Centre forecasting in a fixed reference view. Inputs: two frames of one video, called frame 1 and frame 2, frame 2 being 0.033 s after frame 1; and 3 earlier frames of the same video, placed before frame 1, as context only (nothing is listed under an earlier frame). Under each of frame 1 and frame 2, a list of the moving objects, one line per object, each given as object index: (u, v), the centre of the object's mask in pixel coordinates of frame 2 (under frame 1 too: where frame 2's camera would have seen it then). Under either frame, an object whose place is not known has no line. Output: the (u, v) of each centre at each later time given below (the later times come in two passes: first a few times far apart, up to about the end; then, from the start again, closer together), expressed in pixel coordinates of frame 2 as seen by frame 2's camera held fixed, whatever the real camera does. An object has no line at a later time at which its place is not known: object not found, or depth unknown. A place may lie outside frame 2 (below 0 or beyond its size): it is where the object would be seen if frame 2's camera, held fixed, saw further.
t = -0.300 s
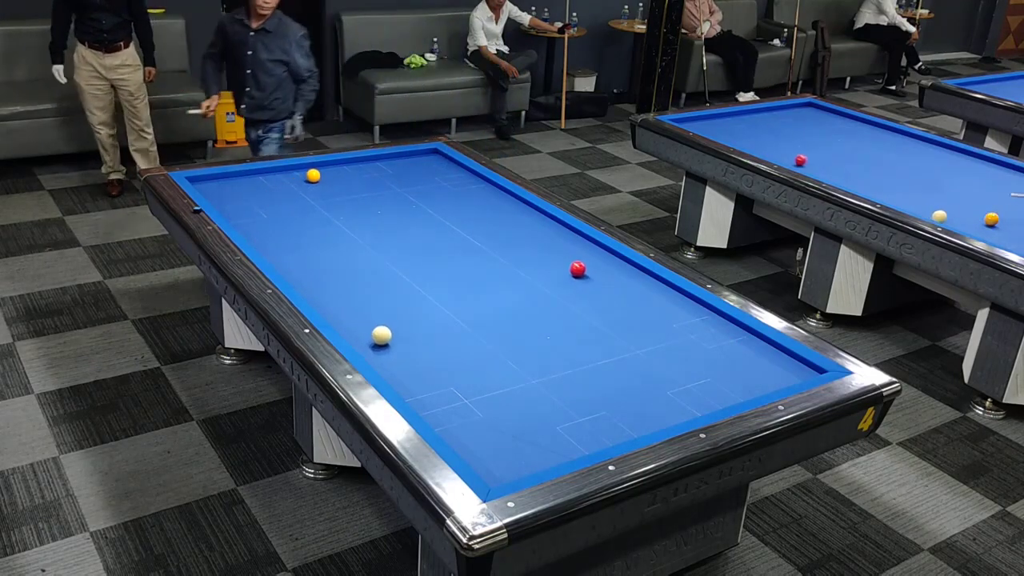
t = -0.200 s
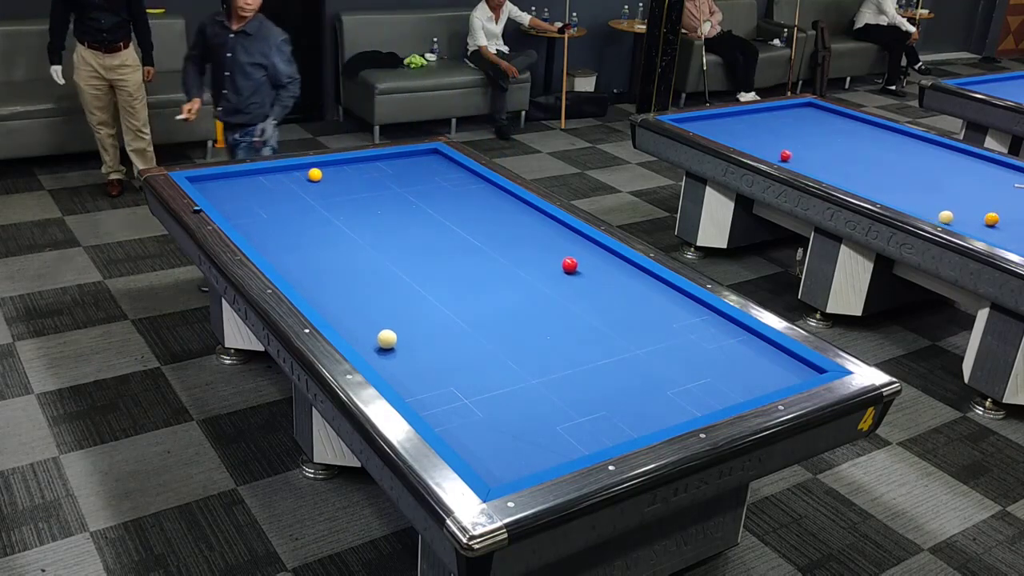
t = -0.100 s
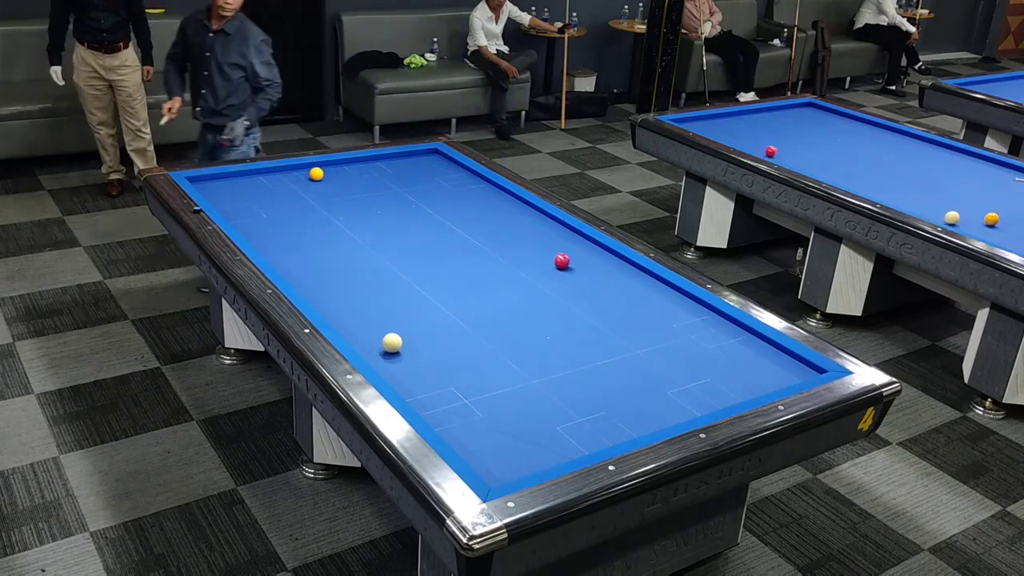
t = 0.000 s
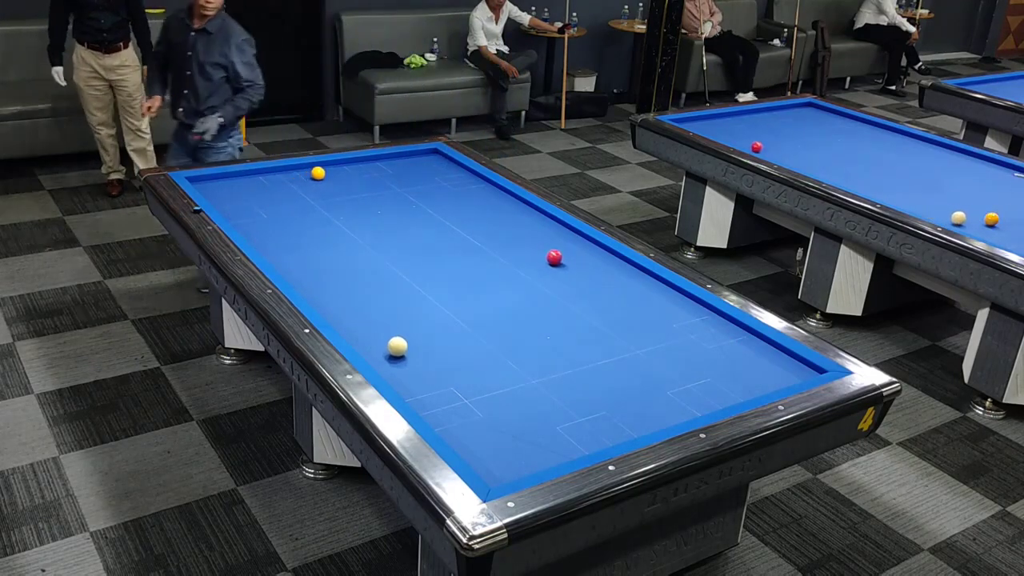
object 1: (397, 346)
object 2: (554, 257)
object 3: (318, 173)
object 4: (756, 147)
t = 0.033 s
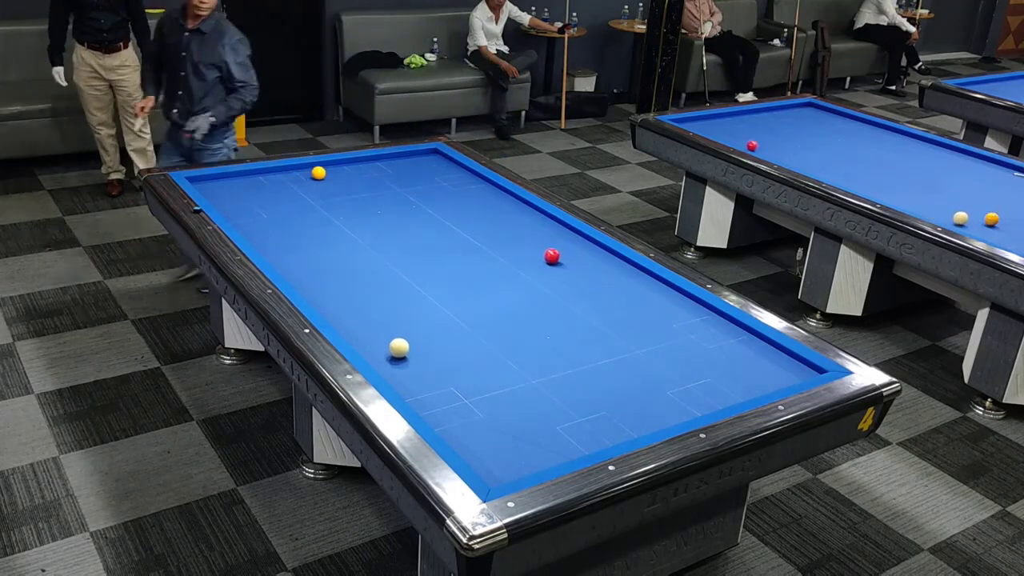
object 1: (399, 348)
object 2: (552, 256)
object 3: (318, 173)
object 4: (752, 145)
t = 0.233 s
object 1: (409, 355)
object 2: (537, 249)
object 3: (321, 171)
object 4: (725, 136)
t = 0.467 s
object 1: (421, 364)
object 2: (521, 241)
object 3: (324, 170)
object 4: (696, 127)
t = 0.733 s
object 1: (434, 373)
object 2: (504, 233)
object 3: (328, 168)
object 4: (678, 120)
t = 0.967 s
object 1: (445, 382)
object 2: (490, 226)
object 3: (330, 167)
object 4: (694, 126)
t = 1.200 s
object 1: (456, 390)
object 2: (477, 220)
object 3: (333, 166)
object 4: (709, 131)
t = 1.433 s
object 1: (467, 398)
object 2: (464, 214)
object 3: (335, 165)
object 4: (724, 136)
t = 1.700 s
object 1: (480, 407)
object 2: (450, 207)
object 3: (337, 164)
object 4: (742, 142)
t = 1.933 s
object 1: (491, 414)
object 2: (439, 201)
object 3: (338, 164)
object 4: (757, 147)
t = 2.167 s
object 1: (501, 422)
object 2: (429, 197)
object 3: (339, 163)
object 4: (772, 152)
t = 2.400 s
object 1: (511, 429)
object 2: (419, 192)
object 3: (340, 163)
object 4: (788, 156)
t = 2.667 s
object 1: (522, 437)
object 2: (408, 186)
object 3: (341, 163)
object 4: (805, 162)
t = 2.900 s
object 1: (531, 443)
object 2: (400, 182)
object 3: (341, 162)
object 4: (821, 167)
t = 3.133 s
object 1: (540, 450)
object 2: (391, 178)
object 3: (341, 162)
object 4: (836, 171)
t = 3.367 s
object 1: (549, 455)
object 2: (384, 173)
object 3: (341, 162)
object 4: (851, 176)
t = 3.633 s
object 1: (551, 457)
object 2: (375, 170)
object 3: (341, 162)
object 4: (869, 181)
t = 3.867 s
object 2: (368, 166)
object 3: (341, 163)
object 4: (884, 186)
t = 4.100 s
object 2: (361, 163)
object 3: (341, 163)
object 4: (900, 190)
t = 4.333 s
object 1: (542, 451)
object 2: (355, 160)
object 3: (341, 163)
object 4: (915, 195)
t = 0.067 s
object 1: (400, 349)
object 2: (549, 255)
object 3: (319, 173)
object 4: (747, 144)
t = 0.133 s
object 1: (404, 351)
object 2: (544, 253)
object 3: (320, 172)
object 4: (738, 141)
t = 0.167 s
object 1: (405, 352)
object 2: (542, 251)
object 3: (320, 172)
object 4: (734, 139)
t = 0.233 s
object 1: (409, 355)
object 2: (537, 249)
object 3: (321, 171)
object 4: (725, 136)
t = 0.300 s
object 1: (412, 357)
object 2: (532, 247)
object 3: (322, 171)
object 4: (716, 134)
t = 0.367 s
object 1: (416, 360)
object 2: (528, 245)
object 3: (323, 171)
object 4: (708, 131)
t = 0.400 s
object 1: (417, 361)
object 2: (526, 244)
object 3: (324, 170)
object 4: (704, 130)
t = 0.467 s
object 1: (421, 364)
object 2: (521, 241)
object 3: (324, 170)
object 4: (696, 127)
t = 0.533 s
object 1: (424, 366)
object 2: (517, 239)
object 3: (325, 170)
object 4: (687, 124)
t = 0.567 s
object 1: (426, 367)
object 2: (515, 238)
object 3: (326, 169)
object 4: (683, 123)
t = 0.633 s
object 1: (429, 370)
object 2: (510, 236)
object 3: (326, 169)
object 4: (677, 120)
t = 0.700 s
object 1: (432, 372)
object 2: (506, 234)
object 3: (327, 169)
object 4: (675, 120)
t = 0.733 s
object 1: (434, 373)
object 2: (504, 233)
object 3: (328, 168)
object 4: (678, 120)
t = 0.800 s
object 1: (437, 376)
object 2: (500, 231)
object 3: (328, 168)
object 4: (683, 122)
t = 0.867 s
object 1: (440, 378)
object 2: (496, 229)
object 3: (329, 168)
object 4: (687, 123)
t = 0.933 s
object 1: (444, 381)
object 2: (492, 227)
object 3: (330, 167)
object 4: (691, 125)
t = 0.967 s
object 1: (445, 382)
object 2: (490, 226)
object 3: (330, 167)
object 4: (694, 126)
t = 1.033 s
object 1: (448, 384)
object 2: (486, 224)
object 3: (331, 167)
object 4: (698, 127)
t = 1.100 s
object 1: (452, 386)
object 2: (482, 222)
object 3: (332, 167)
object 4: (702, 129)
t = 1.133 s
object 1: (453, 388)
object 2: (480, 221)
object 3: (332, 167)
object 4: (705, 129)
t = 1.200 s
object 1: (456, 390)
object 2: (477, 220)
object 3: (333, 166)
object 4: (709, 131)
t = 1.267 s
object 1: (460, 392)
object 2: (473, 218)
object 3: (333, 166)
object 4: (713, 132)
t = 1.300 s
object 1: (461, 393)
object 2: (471, 217)
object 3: (333, 166)
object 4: (716, 133)
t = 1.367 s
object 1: (464, 396)
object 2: (468, 215)
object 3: (334, 166)
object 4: (720, 134)
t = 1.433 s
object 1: (467, 398)
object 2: (464, 214)
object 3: (335, 165)
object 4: (724, 136)
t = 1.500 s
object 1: (471, 400)
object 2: (460, 212)
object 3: (335, 165)
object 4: (728, 137)
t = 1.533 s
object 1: (472, 401)
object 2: (459, 211)
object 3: (336, 165)
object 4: (731, 138)
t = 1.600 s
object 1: (475, 404)
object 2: (455, 209)
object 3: (336, 165)
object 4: (735, 140)
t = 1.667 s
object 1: (478, 406)
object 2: (452, 208)
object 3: (336, 164)
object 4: (739, 141)
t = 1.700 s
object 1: (480, 407)
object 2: (450, 207)
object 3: (337, 164)
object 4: (742, 142)
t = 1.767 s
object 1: (483, 409)
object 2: (447, 205)
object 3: (337, 164)
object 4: (746, 143)
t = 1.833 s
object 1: (486, 411)
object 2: (444, 204)
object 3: (338, 164)
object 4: (750, 145)
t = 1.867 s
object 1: (487, 412)
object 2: (442, 203)
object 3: (338, 164)
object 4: (753, 146)
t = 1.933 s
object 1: (491, 414)
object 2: (439, 201)
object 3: (338, 164)
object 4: (757, 147)
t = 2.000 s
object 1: (493, 416)
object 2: (436, 200)
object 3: (338, 163)
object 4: (761, 148)
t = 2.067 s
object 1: (497, 419)
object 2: (433, 199)
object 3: (339, 163)
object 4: (766, 149)
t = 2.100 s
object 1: (498, 420)
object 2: (432, 198)
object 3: (339, 163)
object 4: (768, 150)
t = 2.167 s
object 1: (501, 422)
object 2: (429, 197)
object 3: (339, 163)
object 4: (772, 152)
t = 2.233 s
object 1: (504, 424)
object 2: (426, 195)
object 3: (340, 163)
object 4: (777, 153)
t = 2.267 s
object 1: (506, 425)
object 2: (424, 194)
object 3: (340, 163)
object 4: (779, 154)
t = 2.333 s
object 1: (508, 427)
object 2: (422, 193)
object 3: (340, 163)
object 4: (783, 155)
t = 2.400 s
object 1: (511, 429)
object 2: (419, 192)
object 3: (340, 163)
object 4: (788, 156)
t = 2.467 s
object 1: (514, 431)
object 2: (416, 190)
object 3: (341, 163)
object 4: (792, 158)
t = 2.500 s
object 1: (515, 432)
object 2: (415, 189)
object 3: (341, 163)
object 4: (794, 159)
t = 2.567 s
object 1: (518, 434)
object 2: (412, 188)
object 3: (341, 163)
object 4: (799, 160)
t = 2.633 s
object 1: (521, 436)
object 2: (410, 187)
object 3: (341, 163)
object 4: (803, 161)
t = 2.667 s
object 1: (522, 437)
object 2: (408, 186)
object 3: (341, 163)
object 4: (805, 162)
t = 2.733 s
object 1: (525, 439)
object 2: (406, 185)
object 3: (341, 163)
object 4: (810, 163)
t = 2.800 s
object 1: (527, 441)
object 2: (403, 183)
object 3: (341, 162)
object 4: (814, 164)
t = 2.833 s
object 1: (529, 442)
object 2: (402, 183)
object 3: (341, 163)
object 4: (816, 165)
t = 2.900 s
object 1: (531, 443)
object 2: (400, 182)
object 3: (341, 162)
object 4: (821, 167)
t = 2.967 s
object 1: (534, 445)
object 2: (397, 180)
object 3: (341, 162)
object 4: (825, 168)
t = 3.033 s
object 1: (537, 447)
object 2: (395, 179)
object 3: (341, 162)
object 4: (829, 169)
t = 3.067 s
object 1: (538, 448)
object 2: (394, 179)
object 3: (341, 162)
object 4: (832, 170)
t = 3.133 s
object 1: (540, 450)
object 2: (391, 178)
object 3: (341, 162)
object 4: (836, 171)
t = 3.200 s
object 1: (543, 451)
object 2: (389, 177)
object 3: (341, 162)
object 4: (841, 173)
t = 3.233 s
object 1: (544, 452)
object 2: (388, 176)
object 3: (341, 162)
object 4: (843, 173)
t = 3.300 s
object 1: (546, 454)
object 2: (386, 175)
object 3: (341, 162)
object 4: (847, 175)
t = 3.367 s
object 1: (549, 455)
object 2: (384, 173)
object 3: (341, 162)
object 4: (851, 176)
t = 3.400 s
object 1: (550, 456)
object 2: (382, 173)
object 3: (341, 162)
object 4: (854, 176)
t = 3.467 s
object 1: (552, 457)
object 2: (380, 173)
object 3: (341, 163)
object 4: (858, 178)
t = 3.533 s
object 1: (553, 457)
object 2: (378, 171)
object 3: (341, 162)
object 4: (863, 179)
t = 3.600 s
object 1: (552, 457)
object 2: (376, 170)
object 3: (341, 162)
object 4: (867, 181)
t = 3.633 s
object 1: (551, 457)
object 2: (375, 170)
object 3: (341, 162)
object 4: (869, 181)
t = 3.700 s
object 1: (555, 452)
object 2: (373, 169)
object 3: (341, 163)
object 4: (874, 182)
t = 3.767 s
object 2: (371, 168)
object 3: (341, 163)
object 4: (878, 184)
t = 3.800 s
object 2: (370, 167)
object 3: (341, 163)
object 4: (880, 185)
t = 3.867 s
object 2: (368, 166)
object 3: (341, 163)
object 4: (884, 186)
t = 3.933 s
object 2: (366, 165)
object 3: (341, 163)
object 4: (889, 187)
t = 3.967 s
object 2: (365, 165)
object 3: (341, 163)
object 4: (891, 188)
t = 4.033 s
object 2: (363, 164)
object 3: (341, 163)
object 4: (895, 189)
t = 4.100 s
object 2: (361, 163)
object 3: (341, 163)
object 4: (900, 190)
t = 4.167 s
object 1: (539, 447)
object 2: (359, 162)
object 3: (341, 163)
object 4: (904, 192)
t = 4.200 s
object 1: (542, 450)
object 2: (358, 162)
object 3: (341, 163)
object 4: (906, 192)
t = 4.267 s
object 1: (543, 451)
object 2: (357, 161)
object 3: (341, 162)
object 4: (911, 193)
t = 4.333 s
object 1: (542, 451)
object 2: (355, 160)
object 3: (341, 163)
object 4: (915, 195)
